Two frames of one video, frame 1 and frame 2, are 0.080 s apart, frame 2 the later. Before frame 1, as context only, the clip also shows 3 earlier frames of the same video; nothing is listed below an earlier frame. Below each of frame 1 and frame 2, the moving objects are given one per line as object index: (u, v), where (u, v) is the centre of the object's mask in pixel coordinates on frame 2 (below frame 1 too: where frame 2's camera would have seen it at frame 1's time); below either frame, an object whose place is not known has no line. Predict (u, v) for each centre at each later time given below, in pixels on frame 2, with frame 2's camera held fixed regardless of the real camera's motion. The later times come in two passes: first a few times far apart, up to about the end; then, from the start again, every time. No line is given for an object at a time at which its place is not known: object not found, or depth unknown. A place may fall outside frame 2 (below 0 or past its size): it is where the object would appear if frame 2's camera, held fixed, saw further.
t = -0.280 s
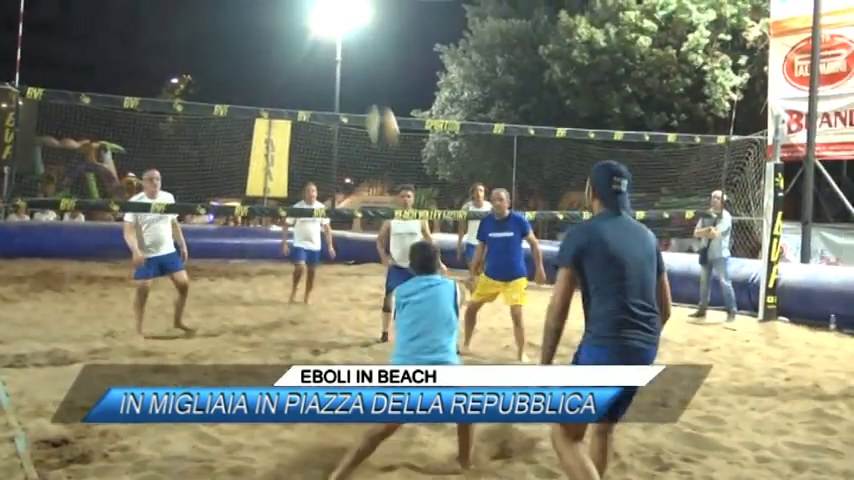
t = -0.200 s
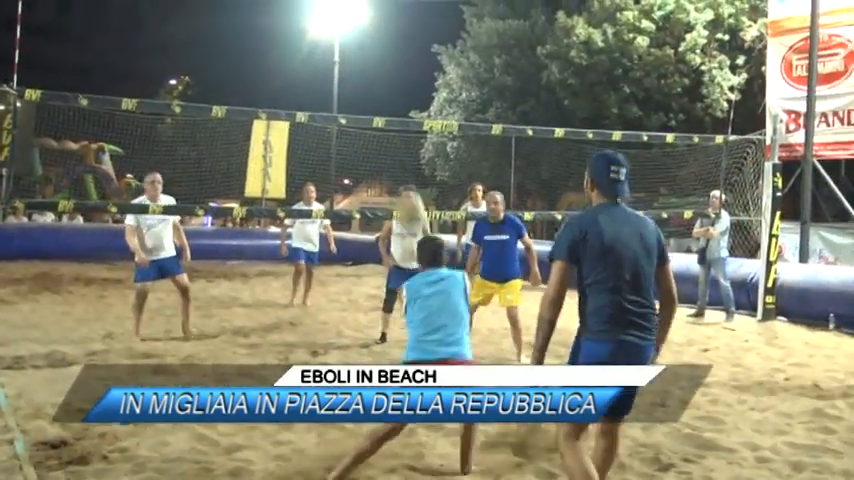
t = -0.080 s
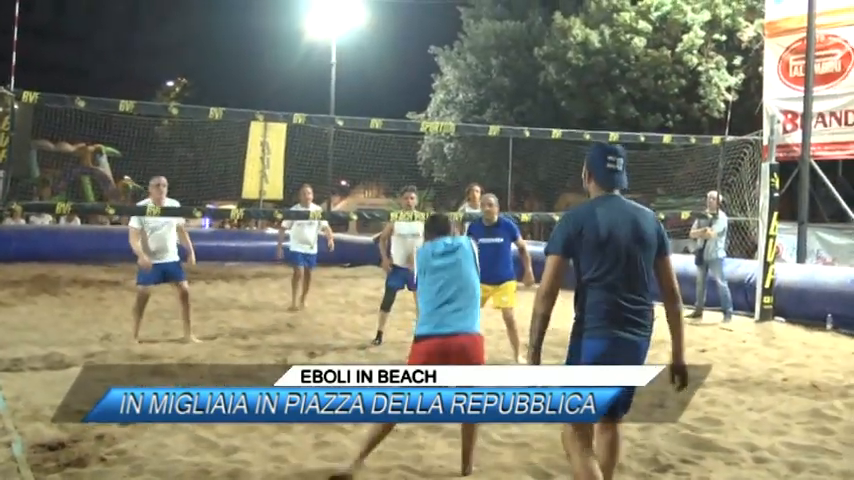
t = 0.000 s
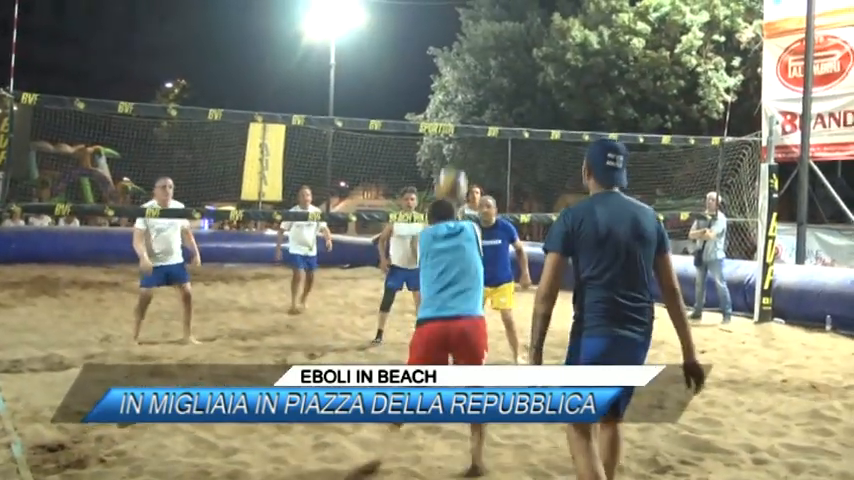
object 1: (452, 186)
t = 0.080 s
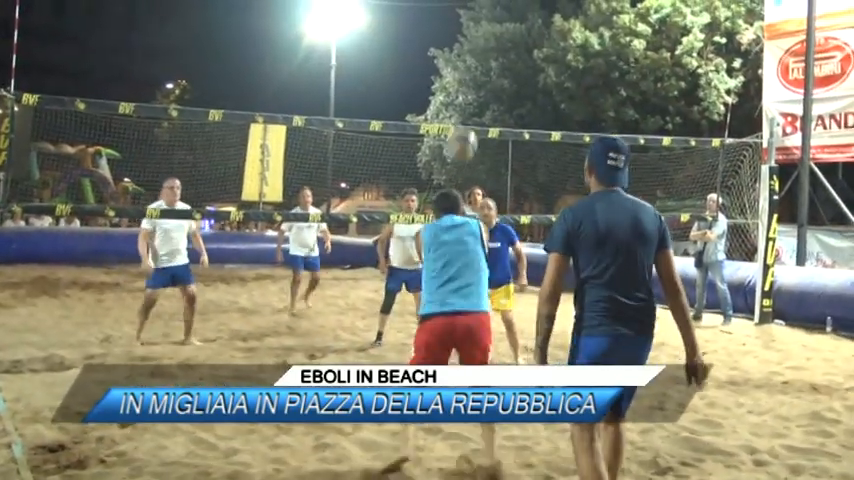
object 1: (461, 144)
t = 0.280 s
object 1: (481, 85)
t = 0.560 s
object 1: (500, 96)
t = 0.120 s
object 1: (466, 127)
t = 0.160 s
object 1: (469, 112)
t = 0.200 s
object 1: (473, 100)
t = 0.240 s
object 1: (477, 93)
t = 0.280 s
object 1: (481, 85)
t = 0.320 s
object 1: (484, 80)
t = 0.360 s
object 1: (487, 79)
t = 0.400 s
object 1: (490, 78)
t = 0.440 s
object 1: (493, 80)
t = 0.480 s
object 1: (495, 83)
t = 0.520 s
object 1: (498, 89)
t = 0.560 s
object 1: (500, 96)
